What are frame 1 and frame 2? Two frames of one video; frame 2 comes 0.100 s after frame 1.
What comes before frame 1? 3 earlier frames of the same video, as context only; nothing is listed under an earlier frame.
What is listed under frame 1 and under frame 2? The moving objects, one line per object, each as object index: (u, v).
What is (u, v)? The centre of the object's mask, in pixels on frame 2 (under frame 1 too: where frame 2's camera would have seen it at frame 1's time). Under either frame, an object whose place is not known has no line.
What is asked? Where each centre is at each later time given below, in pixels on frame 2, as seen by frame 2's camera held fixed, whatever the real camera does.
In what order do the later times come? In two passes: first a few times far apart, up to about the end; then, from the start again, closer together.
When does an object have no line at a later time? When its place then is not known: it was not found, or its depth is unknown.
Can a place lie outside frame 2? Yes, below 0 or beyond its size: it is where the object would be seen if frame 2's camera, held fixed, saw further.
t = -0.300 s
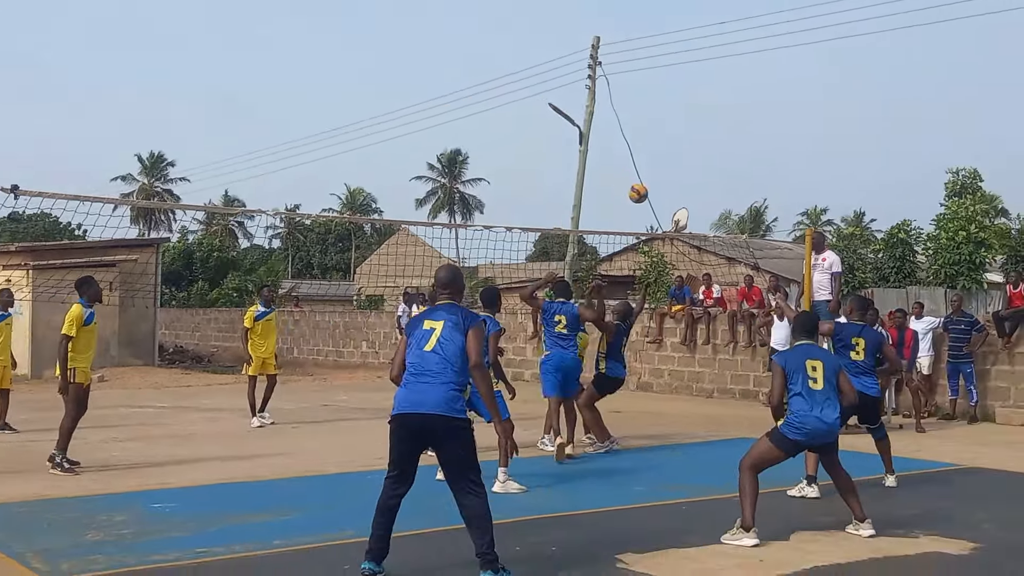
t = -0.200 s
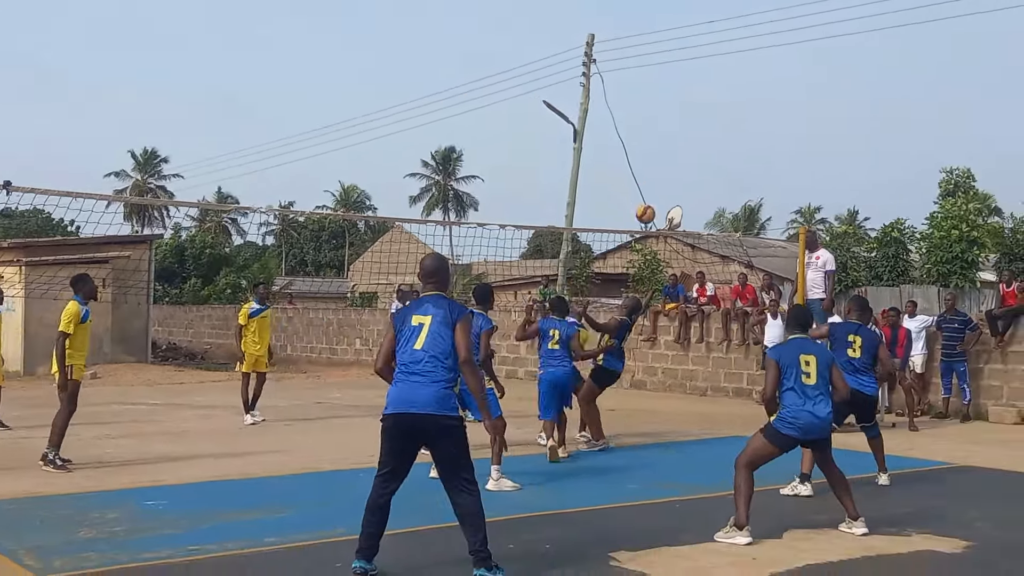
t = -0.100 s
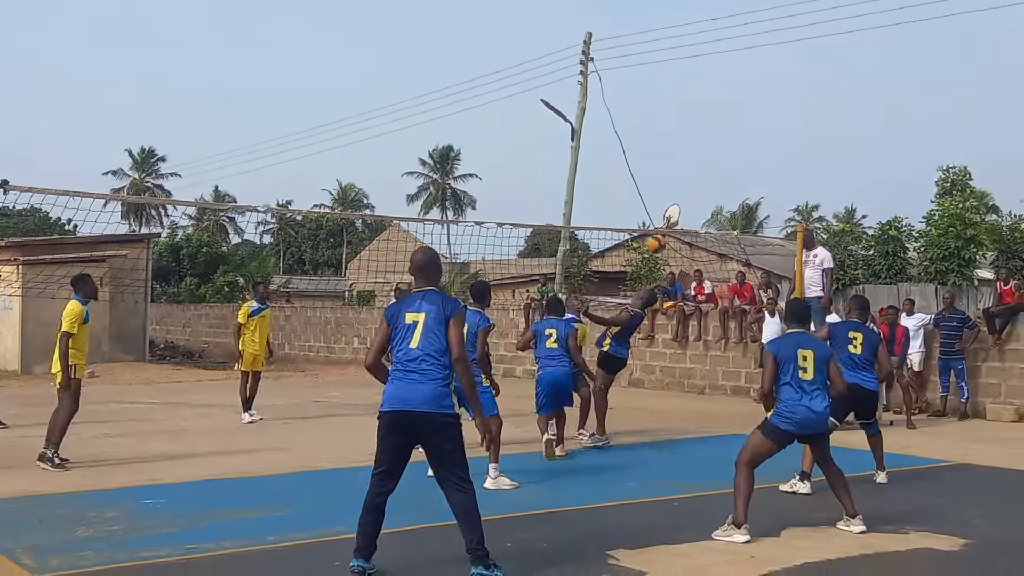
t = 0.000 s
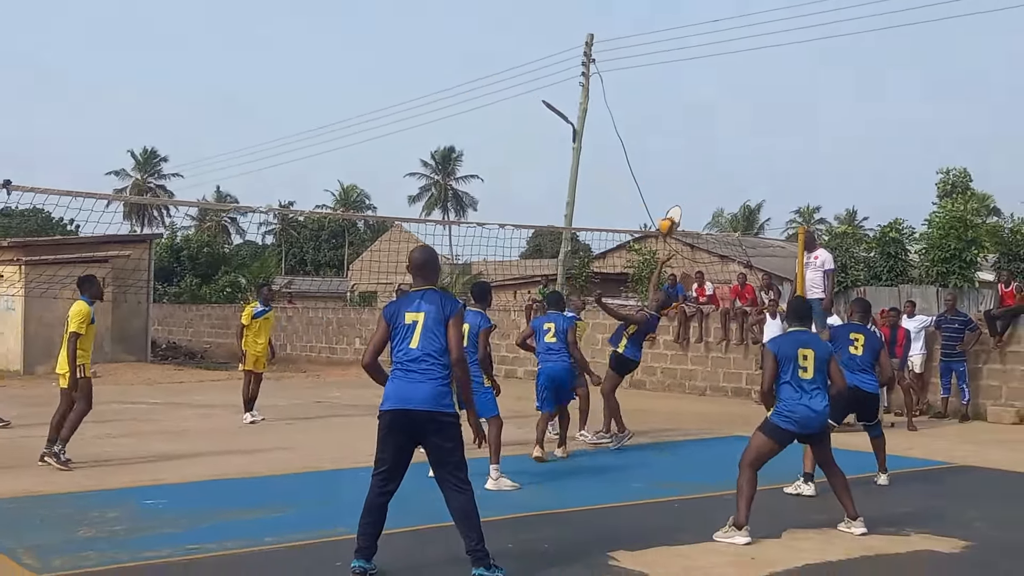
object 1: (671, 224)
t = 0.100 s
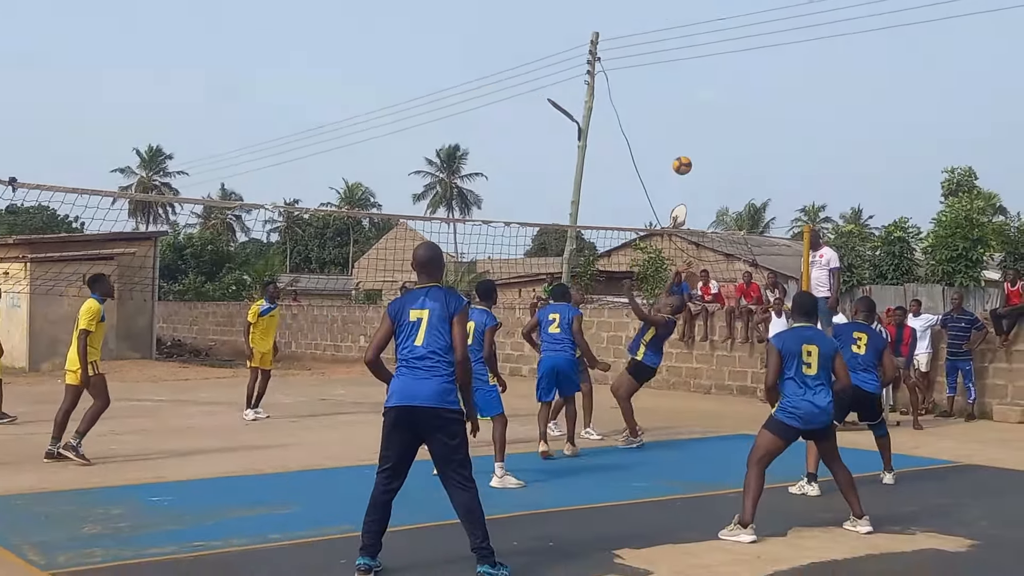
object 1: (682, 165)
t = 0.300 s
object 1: (698, 73)
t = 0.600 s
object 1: (724, 4)
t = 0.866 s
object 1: (744, 13)
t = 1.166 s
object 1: (764, 98)
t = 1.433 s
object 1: (778, 235)
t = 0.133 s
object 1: (685, 147)
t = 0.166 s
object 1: (687, 131)
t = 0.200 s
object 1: (690, 115)
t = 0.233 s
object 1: (693, 100)
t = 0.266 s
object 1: (696, 86)
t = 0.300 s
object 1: (698, 73)
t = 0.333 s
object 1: (701, 61)
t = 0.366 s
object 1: (704, 51)
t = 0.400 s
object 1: (707, 42)
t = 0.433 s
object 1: (711, 33)
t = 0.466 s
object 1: (713, 25)
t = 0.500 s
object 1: (715, 18)
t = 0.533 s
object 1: (718, 12)
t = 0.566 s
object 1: (721, 8)
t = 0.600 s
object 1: (724, 4)
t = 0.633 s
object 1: (727, 2)
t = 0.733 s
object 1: (734, 0)
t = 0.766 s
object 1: (736, 2)
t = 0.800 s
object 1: (739, 5)
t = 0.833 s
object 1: (742, 9)
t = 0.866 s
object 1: (744, 13)
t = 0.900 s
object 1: (746, 19)
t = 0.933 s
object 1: (748, 25)
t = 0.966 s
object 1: (750, 33)
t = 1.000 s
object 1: (753, 42)
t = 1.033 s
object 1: (755, 51)
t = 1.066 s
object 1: (758, 62)
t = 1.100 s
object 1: (760, 73)
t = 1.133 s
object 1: (762, 86)
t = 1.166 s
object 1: (764, 98)
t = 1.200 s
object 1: (766, 113)
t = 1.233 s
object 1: (768, 127)
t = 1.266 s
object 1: (771, 143)
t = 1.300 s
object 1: (772, 160)
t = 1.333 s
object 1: (774, 177)
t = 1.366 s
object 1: (776, 195)
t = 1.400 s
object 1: (778, 215)
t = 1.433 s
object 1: (778, 235)
